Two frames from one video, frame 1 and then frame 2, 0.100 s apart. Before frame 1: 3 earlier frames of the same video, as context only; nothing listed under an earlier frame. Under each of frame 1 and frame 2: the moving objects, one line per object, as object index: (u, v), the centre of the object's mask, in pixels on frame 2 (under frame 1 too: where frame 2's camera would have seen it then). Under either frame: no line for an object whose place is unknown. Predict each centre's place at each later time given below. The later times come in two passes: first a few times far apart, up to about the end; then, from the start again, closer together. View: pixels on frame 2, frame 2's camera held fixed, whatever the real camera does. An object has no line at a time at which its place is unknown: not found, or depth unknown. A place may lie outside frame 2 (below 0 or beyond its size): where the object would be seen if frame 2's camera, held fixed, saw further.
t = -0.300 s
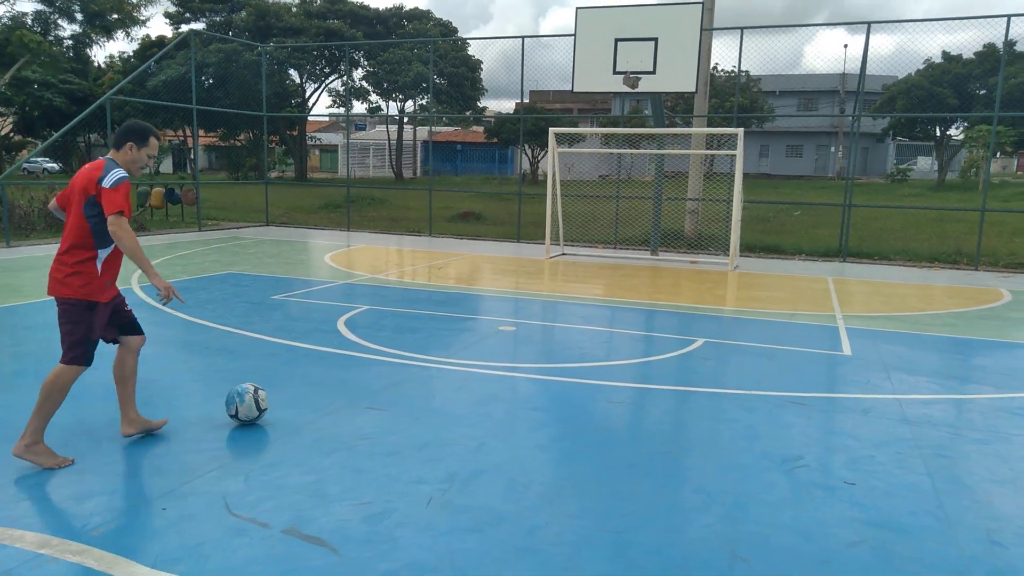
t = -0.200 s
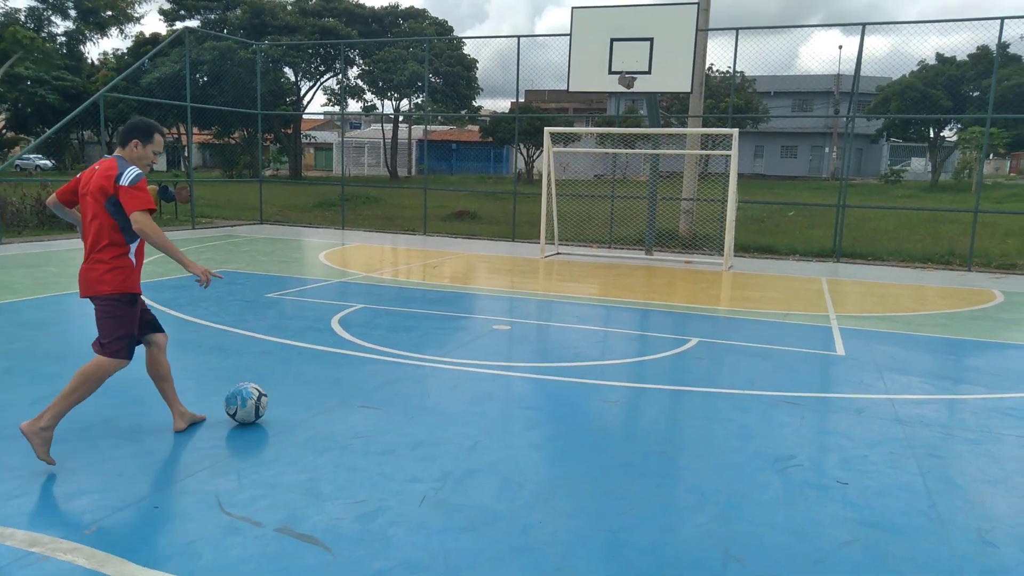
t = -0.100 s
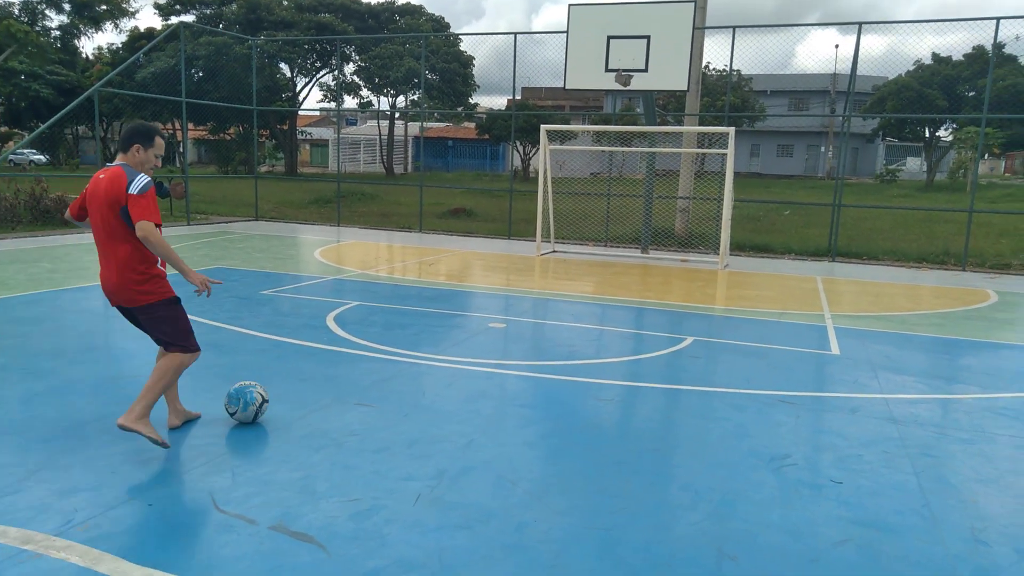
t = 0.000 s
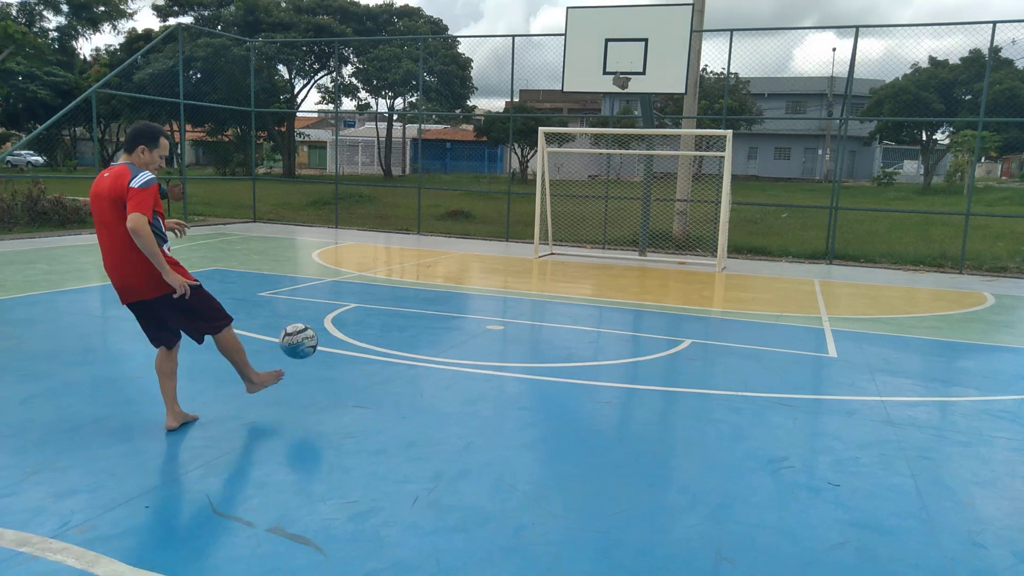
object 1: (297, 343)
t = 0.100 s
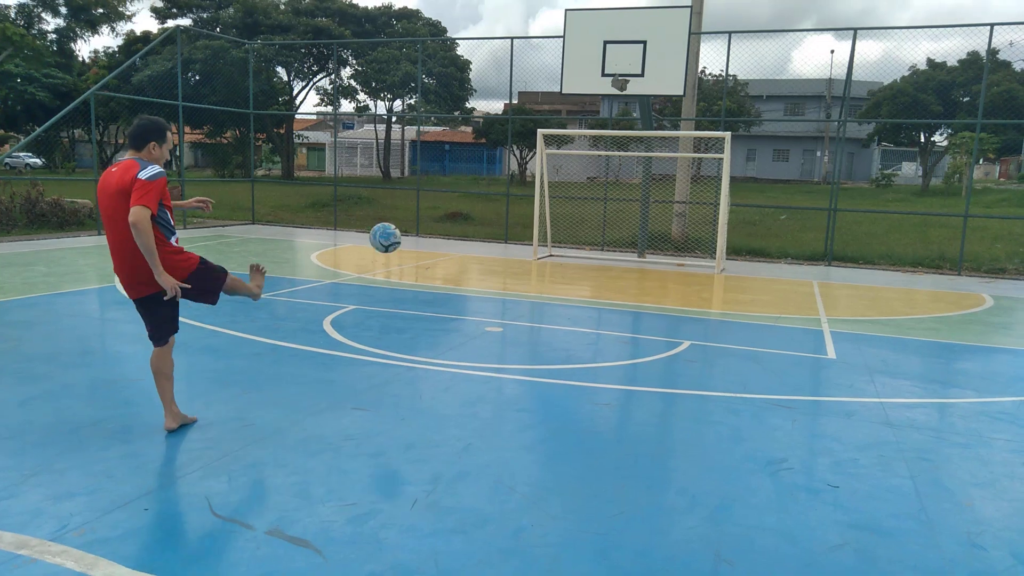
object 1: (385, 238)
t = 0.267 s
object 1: (478, 146)
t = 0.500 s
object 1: (553, 112)
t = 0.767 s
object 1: (601, 131)
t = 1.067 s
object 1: (567, 266)
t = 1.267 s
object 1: (554, 208)
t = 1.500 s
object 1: (534, 163)
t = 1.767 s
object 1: (507, 158)
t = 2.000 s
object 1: (477, 210)
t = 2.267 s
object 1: (438, 284)
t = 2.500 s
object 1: (404, 238)
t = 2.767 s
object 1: (354, 256)
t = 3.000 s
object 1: (302, 343)
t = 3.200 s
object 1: (253, 303)
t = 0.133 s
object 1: (408, 213)
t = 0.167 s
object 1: (428, 192)
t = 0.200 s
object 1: (447, 174)
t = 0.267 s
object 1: (478, 146)
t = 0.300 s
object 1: (492, 137)
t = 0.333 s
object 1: (504, 129)
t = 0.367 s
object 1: (516, 123)
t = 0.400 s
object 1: (526, 118)
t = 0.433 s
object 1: (536, 115)
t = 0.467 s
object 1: (545, 113)
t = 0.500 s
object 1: (553, 112)
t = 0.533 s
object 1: (561, 111)
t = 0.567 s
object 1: (568, 112)
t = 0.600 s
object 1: (574, 114)
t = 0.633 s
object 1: (580, 116)
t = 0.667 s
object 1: (586, 119)
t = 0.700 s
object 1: (592, 122)
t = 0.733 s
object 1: (597, 127)
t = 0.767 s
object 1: (601, 131)
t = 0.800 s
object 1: (602, 139)
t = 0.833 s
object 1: (598, 150)
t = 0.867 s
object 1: (594, 163)
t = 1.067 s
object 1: (567, 266)
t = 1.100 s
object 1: (565, 260)
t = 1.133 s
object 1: (563, 249)
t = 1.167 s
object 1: (561, 238)
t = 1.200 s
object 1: (559, 227)
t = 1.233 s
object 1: (556, 217)
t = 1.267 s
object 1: (554, 208)
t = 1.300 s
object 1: (552, 200)
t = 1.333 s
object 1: (549, 192)
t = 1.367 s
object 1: (546, 185)
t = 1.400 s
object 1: (543, 178)
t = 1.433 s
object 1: (540, 171)
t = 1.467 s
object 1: (537, 168)
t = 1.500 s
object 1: (534, 163)
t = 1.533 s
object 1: (532, 160)
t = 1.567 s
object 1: (528, 156)
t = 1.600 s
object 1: (525, 154)
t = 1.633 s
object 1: (521, 152)
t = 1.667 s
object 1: (518, 153)
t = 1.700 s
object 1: (514, 154)
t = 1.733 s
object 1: (511, 156)
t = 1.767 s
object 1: (507, 158)
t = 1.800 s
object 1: (503, 163)
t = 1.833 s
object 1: (499, 167)
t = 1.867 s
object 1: (494, 174)
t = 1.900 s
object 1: (490, 181)
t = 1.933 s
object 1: (486, 190)
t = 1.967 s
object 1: (481, 199)
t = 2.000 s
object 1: (477, 210)
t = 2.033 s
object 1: (472, 222)
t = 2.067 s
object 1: (467, 236)
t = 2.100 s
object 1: (462, 251)
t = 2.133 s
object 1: (457, 268)
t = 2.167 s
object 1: (452, 285)
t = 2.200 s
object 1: (446, 304)
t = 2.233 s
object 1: (442, 294)
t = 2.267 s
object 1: (438, 284)
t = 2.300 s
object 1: (433, 275)
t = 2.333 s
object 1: (429, 266)
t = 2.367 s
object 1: (424, 259)
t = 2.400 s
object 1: (419, 252)
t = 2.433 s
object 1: (414, 246)
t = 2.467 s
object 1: (409, 241)
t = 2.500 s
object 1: (404, 238)
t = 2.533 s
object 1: (398, 235)
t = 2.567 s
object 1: (393, 234)
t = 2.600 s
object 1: (387, 234)
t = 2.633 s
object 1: (381, 236)
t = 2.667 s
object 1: (374, 238)
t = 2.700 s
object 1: (368, 243)
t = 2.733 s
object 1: (361, 249)
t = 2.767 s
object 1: (354, 256)
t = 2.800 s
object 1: (348, 265)
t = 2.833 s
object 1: (340, 276)
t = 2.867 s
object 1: (333, 288)
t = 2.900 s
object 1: (325, 302)
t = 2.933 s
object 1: (318, 318)
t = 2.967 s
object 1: (309, 336)
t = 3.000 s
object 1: (302, 343)
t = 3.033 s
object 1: (295, 333)
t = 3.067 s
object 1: (286, 325)
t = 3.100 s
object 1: (279, 317)
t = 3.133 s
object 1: (270, 311)
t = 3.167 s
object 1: (262, 306)
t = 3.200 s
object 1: (253, 303)
